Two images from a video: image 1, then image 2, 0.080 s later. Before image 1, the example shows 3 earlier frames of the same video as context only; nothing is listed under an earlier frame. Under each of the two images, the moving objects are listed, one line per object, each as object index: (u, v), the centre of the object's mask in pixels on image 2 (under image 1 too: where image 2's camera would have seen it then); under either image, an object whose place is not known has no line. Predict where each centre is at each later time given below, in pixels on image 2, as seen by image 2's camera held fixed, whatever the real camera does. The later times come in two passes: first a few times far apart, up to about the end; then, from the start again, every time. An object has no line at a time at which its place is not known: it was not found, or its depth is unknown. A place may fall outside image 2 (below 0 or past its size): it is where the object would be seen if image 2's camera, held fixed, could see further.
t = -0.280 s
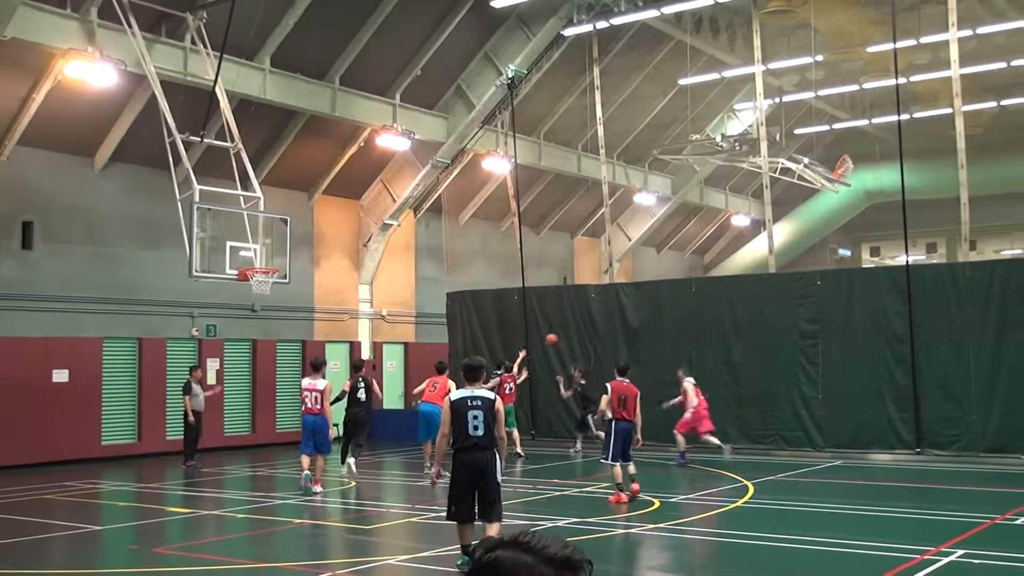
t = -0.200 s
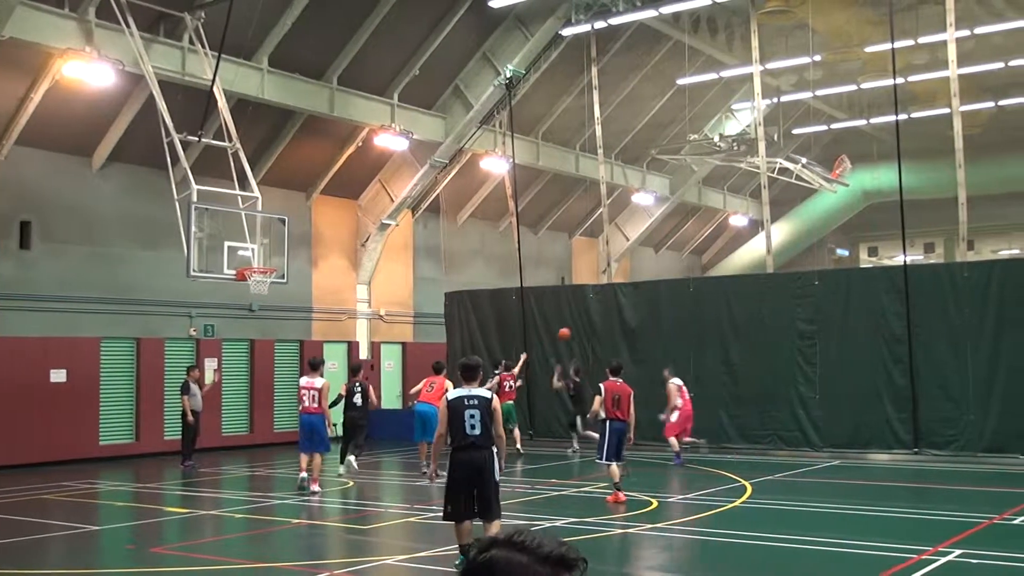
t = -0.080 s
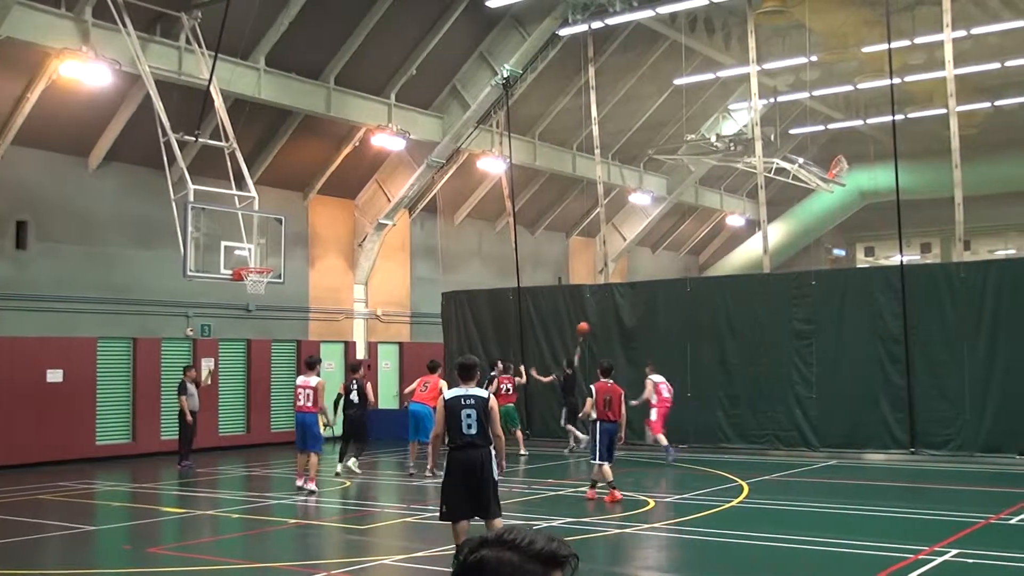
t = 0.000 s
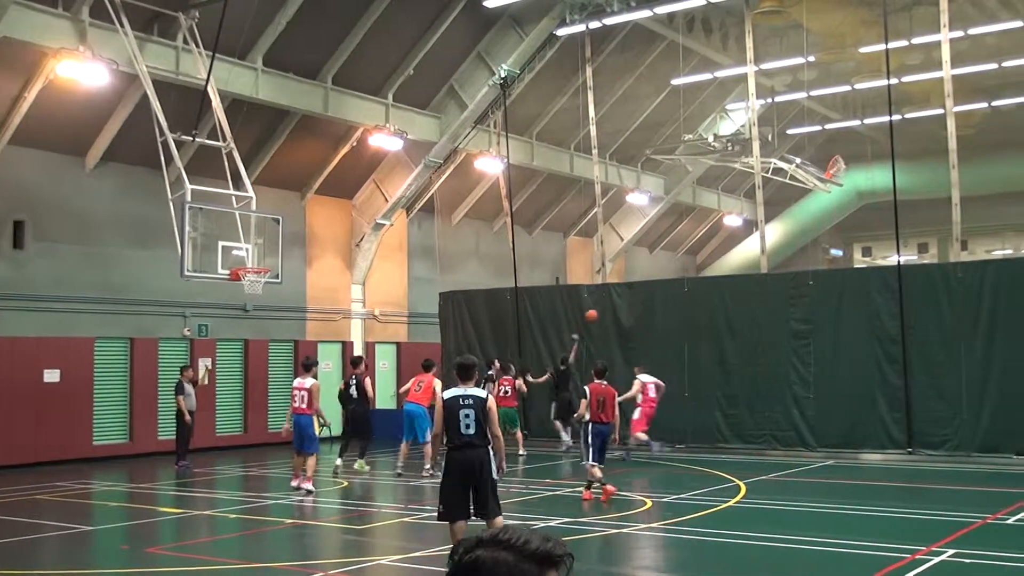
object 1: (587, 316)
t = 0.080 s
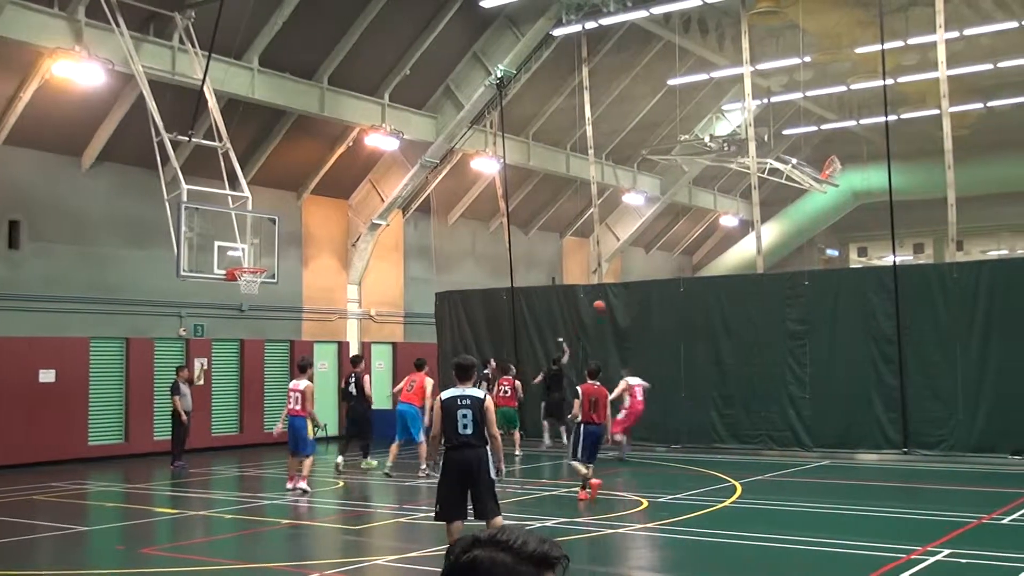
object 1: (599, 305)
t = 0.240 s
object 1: (621, 297)
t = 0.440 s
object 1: (650, 303)
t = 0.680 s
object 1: (685, 341)
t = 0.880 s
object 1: (714, 393)
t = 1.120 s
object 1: (743, 423)
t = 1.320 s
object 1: (757, 378)
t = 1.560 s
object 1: (774, 352)
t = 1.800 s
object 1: (793, 358)
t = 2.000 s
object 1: (809, 386)
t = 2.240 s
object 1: (829, 451)
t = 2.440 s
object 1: (847, 408)
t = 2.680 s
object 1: (869, 384)
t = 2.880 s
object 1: (889, 389)
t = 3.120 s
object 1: (914, 425)
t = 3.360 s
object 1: (927, 448)
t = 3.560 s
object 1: (933, 456)
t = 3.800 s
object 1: (941, 456)
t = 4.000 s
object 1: (946, 458)
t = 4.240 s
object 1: (954, 463)
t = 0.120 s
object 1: (605, 302)
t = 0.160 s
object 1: (610, 300)
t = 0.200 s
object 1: (615, 298)
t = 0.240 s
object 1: (621, 297)
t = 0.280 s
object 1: (627, 296)
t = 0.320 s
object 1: (633, 297)
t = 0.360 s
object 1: (638, 298)
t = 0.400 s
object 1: (644, 301)
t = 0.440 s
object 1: (650, 303)
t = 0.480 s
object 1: (656, 307)
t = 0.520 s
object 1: (661, 313)
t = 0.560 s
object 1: (666, 318)
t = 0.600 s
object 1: (672, 325)
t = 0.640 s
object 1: (678, 332)
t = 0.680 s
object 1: (685, 341)
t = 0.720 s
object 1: (690, 349)
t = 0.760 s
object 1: (696, 359)
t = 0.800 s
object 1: (702, 369)
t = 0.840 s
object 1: (708, 381)
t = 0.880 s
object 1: (714, 393)
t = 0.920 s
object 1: (720, 405)
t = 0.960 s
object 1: (726, 420)
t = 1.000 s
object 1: (732, 436)
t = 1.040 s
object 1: (738, 447)
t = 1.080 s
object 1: (740, 435)
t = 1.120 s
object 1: (743, 423)
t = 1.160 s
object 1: (746, 412)
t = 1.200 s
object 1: (749, 402)
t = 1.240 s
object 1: (751, 393)
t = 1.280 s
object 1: (754, 385)
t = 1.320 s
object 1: (757, 378)
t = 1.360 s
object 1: (760, 371)
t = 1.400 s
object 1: (762, 366)
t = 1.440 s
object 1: (765, 361)
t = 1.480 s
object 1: (768, 357)
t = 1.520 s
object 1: (771, 354)
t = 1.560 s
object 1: (774, 352)
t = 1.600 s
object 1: (777, 351)
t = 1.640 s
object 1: (780, 350)
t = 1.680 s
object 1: (784, 351)
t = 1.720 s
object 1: (787, 352)
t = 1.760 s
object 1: (790, 354)
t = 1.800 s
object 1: (793, 358)
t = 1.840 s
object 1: (796, 362)
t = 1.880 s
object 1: (799, 367)
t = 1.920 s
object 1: (802, 371)
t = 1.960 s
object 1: (805, 379)
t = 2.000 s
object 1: (809, 386)
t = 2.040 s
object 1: (812, 395)
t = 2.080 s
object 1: (816, 404)
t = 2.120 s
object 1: (820, 415)
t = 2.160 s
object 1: (822, 426)
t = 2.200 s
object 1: (826, 438)
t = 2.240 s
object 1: (829, 451)
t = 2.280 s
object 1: (833, 441)
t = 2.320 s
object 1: (836, 432)
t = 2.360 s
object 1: (840, 423)
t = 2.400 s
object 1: (843, 415)
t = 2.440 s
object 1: (847, 408)
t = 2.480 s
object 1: (851, 402)
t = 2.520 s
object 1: (855, 397)
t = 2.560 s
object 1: (859, 392)
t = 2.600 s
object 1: (862, 389)
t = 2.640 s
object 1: (865, 386)
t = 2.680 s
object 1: (869, 384)
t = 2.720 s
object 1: (873, 383)
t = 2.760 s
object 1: (877, 383)
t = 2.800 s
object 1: (881, 385)
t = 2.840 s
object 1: (885, 386)
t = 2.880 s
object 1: (889, 389)
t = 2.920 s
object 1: (892, 393)
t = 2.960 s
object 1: (896, 398)
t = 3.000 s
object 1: (901, 403)
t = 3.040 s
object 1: (905, 410)
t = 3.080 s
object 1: (909, 417)
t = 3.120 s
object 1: (914, 425)
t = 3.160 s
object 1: (917, 435)
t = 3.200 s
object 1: (922, 445)
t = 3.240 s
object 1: (925, 453)
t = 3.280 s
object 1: (925, 450)
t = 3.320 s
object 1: (926, 448)
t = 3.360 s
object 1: (927, 448)
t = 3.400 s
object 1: (928, 448)
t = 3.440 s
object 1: (929, 448)
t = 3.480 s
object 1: (931, 451)
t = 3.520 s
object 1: (932, 453)
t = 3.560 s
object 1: (933, 456)
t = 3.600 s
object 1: (934, 454)
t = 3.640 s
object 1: (935, 453)
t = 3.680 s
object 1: (936, 453)
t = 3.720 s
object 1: (938, 453)
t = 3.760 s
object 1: (939, 454)
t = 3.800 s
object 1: (941, 456)
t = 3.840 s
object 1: (942, 460)
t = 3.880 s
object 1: (943, 460)
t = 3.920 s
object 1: (944, 458)
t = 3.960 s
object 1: (945, 458)
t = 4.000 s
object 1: (946, 458)
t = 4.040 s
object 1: (947, 460)
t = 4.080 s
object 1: (949, 463)
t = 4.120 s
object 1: (950, 464)
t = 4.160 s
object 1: (951, 463)
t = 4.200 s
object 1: (952, 463)
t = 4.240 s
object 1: (954, 463)
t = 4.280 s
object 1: (956, 465)
